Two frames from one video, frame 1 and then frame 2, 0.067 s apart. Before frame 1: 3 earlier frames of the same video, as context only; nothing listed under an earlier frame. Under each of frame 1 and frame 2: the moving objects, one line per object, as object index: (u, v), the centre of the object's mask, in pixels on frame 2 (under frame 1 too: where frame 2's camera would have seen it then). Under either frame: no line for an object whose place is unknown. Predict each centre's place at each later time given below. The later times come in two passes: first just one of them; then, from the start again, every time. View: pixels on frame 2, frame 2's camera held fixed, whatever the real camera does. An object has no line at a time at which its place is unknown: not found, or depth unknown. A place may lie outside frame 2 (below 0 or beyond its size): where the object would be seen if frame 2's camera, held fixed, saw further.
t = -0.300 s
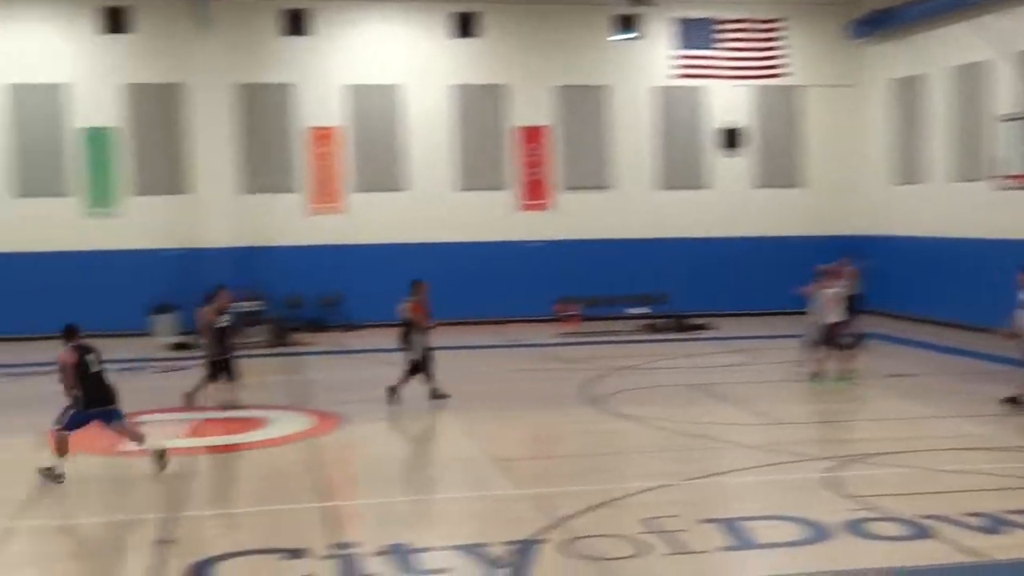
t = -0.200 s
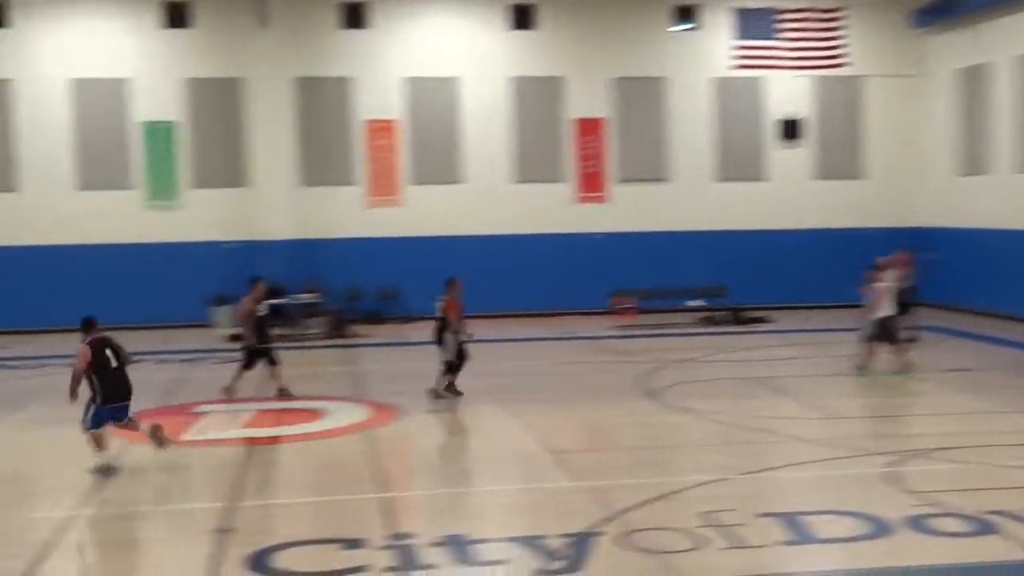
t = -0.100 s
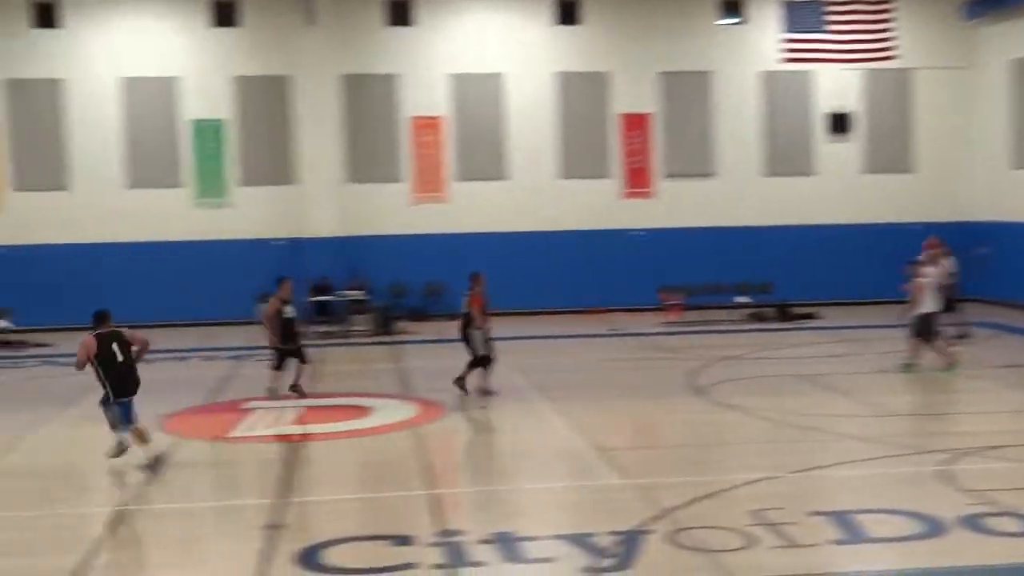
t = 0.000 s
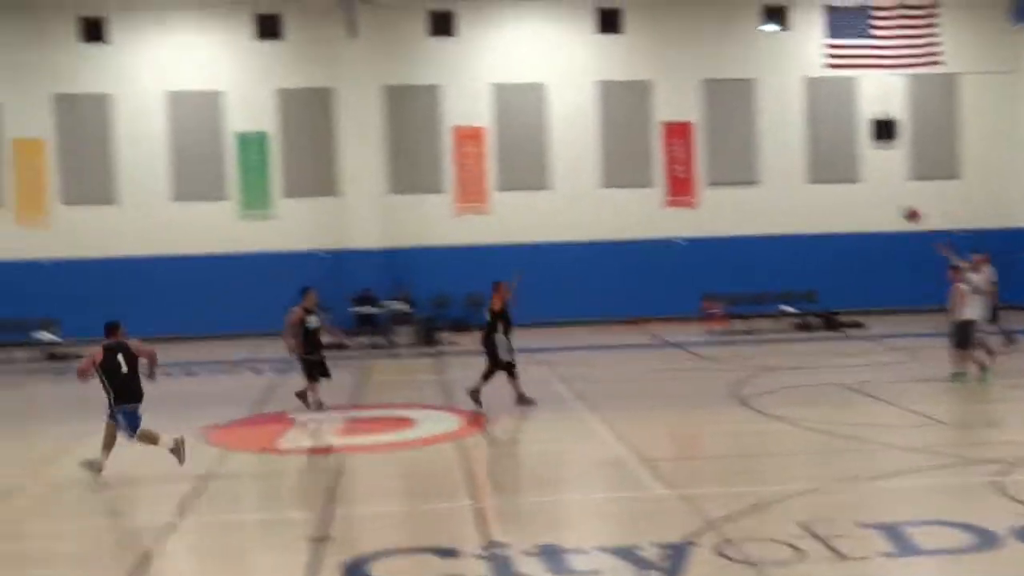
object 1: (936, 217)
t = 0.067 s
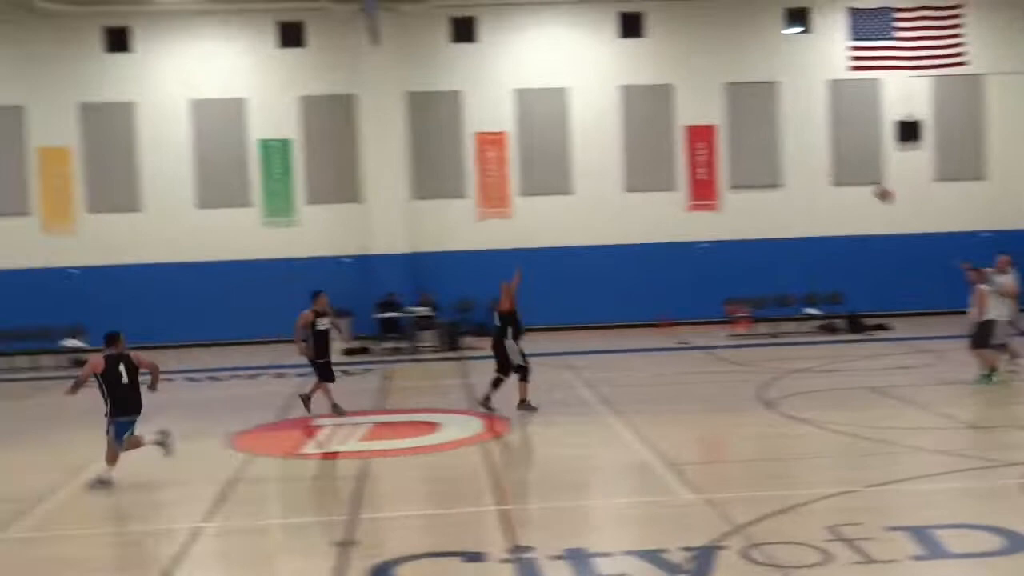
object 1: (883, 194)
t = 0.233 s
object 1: (749, 146)
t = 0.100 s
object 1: (856, 184)
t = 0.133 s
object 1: (830, 173)
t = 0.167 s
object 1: (802, 164)
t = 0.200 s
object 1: (775, 155)
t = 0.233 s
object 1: (749, 146)
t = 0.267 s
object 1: (721, 139)
